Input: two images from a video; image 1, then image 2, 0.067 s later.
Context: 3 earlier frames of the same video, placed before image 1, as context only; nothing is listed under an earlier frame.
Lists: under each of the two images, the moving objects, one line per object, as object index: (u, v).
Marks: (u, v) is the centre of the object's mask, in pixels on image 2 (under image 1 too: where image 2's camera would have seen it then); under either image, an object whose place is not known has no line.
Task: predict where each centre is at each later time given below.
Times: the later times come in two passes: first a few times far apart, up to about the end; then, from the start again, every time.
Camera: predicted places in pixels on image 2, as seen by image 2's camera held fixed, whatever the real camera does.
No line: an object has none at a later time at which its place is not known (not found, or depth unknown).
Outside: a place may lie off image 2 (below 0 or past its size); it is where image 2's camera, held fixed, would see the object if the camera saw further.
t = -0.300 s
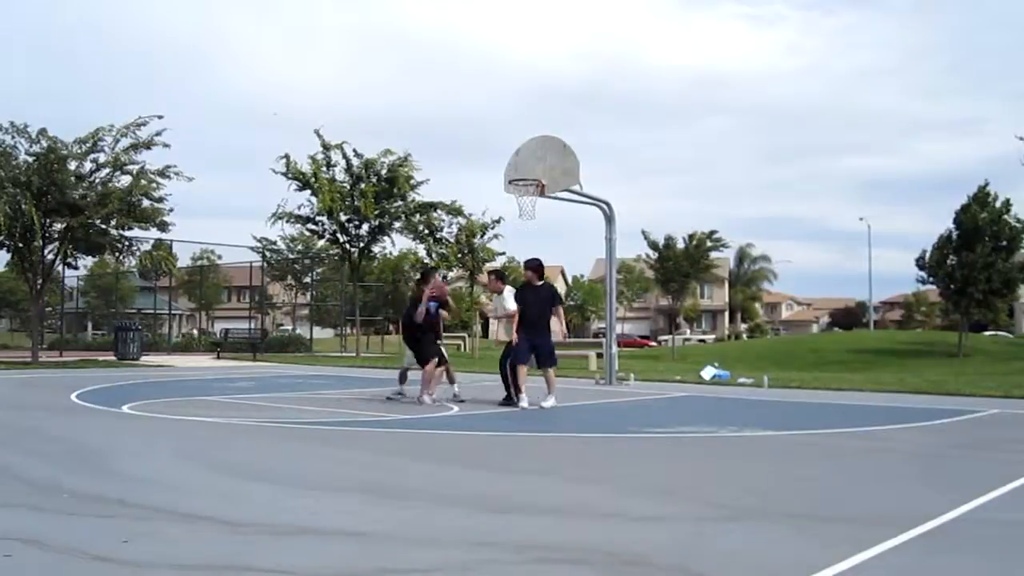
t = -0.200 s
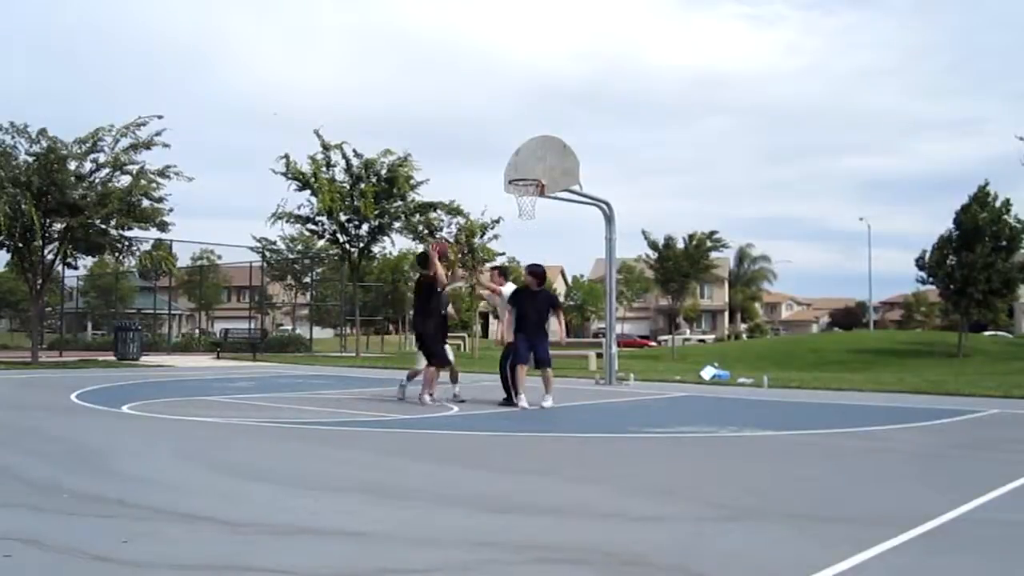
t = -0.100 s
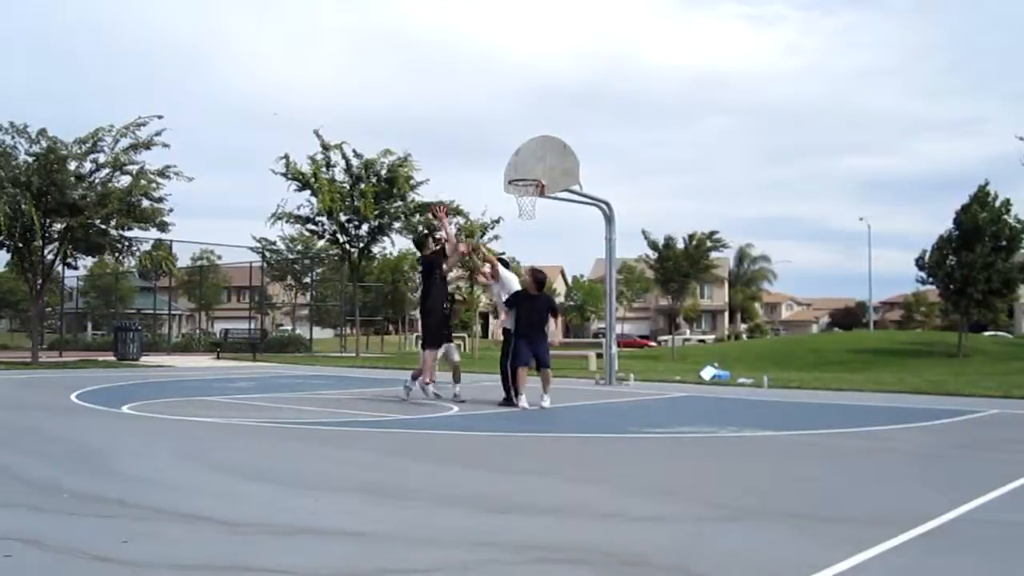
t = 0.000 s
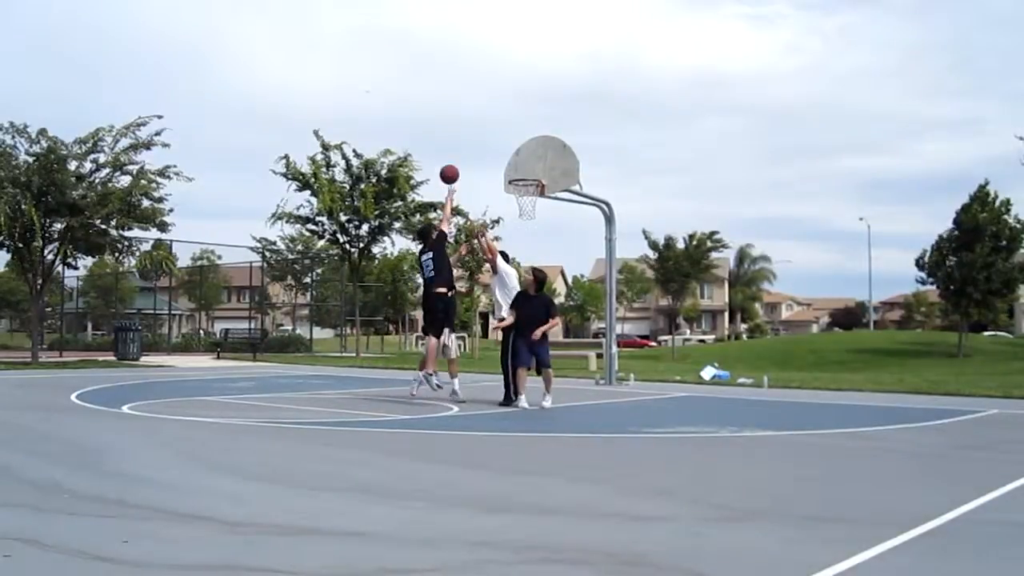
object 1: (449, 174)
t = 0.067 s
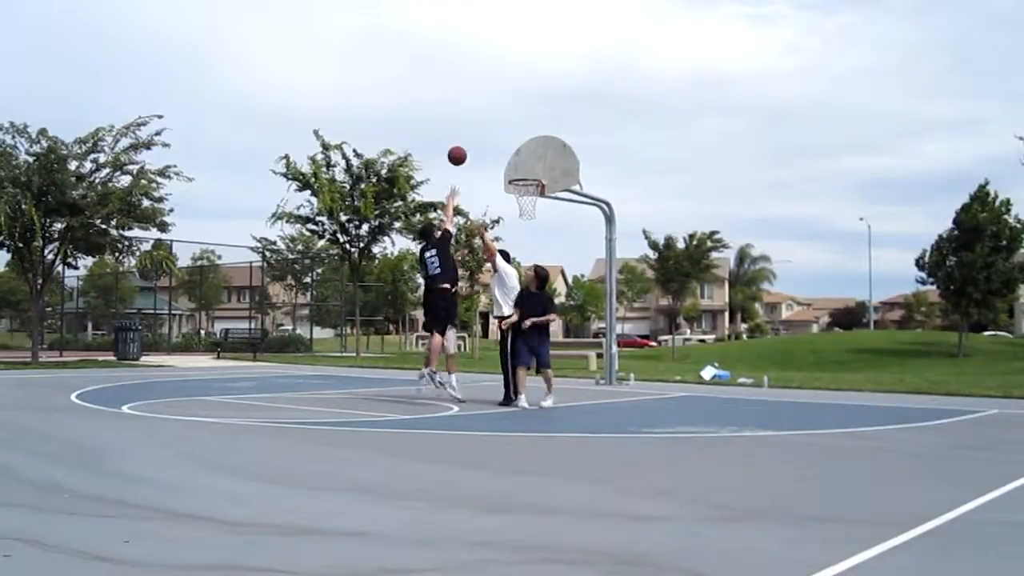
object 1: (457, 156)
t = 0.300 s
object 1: (480, 122)
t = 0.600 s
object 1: (505, 139)
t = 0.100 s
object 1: (460, 148)
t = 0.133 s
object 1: (464, 142)
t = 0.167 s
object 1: (467, 136)
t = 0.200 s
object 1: (471, 131)
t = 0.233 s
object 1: (474, 127)
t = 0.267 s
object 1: (477, 124)
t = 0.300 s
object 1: (480, 122)
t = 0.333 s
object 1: (483, 121)
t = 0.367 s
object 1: (486, 121)
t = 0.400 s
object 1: (489, 121)
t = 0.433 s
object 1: (492, 122)
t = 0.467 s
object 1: (495, 124)
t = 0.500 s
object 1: (497, 127)
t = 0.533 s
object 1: (500, 130)
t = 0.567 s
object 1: (502, 134)
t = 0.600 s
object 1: (505, 139)
